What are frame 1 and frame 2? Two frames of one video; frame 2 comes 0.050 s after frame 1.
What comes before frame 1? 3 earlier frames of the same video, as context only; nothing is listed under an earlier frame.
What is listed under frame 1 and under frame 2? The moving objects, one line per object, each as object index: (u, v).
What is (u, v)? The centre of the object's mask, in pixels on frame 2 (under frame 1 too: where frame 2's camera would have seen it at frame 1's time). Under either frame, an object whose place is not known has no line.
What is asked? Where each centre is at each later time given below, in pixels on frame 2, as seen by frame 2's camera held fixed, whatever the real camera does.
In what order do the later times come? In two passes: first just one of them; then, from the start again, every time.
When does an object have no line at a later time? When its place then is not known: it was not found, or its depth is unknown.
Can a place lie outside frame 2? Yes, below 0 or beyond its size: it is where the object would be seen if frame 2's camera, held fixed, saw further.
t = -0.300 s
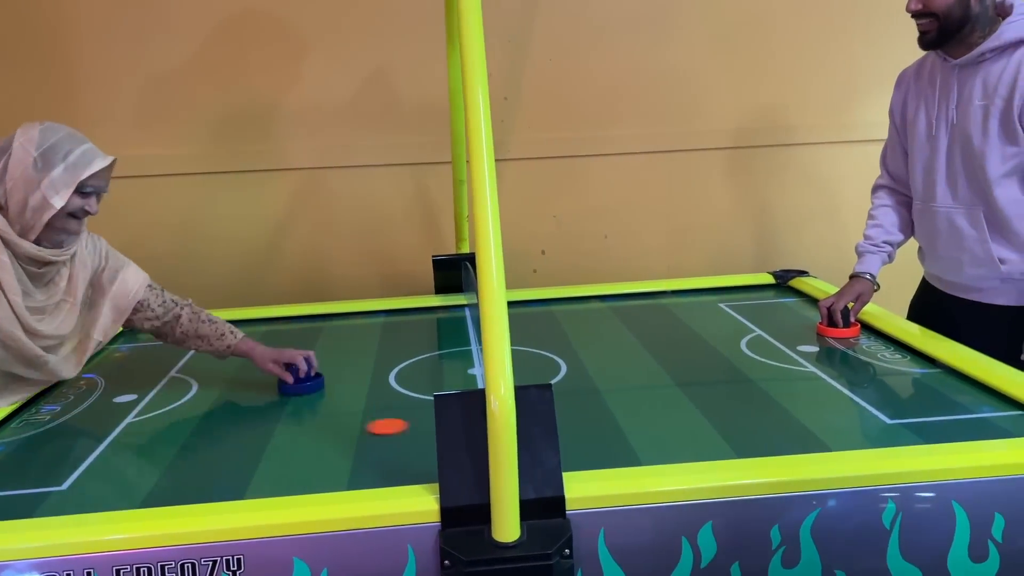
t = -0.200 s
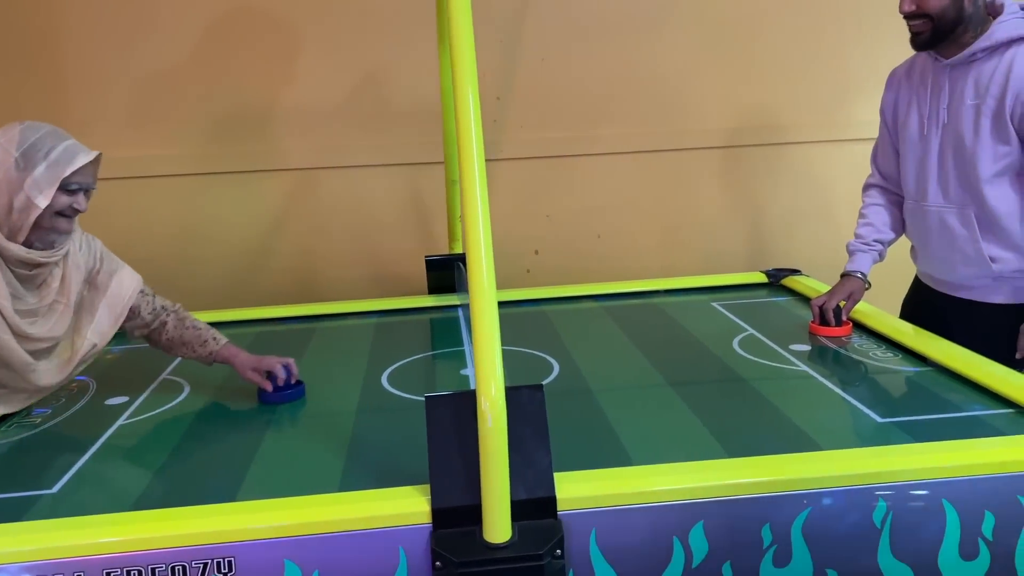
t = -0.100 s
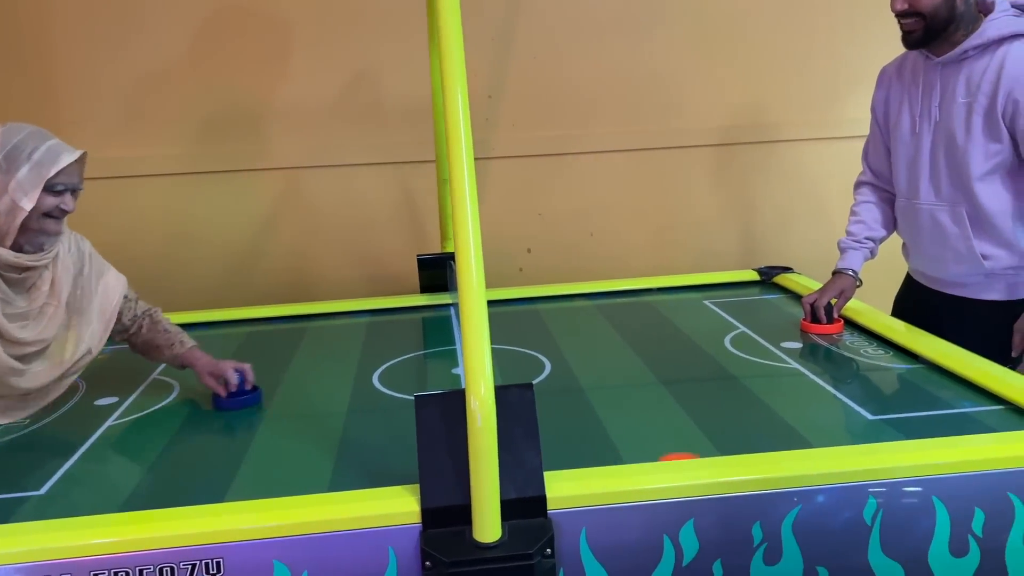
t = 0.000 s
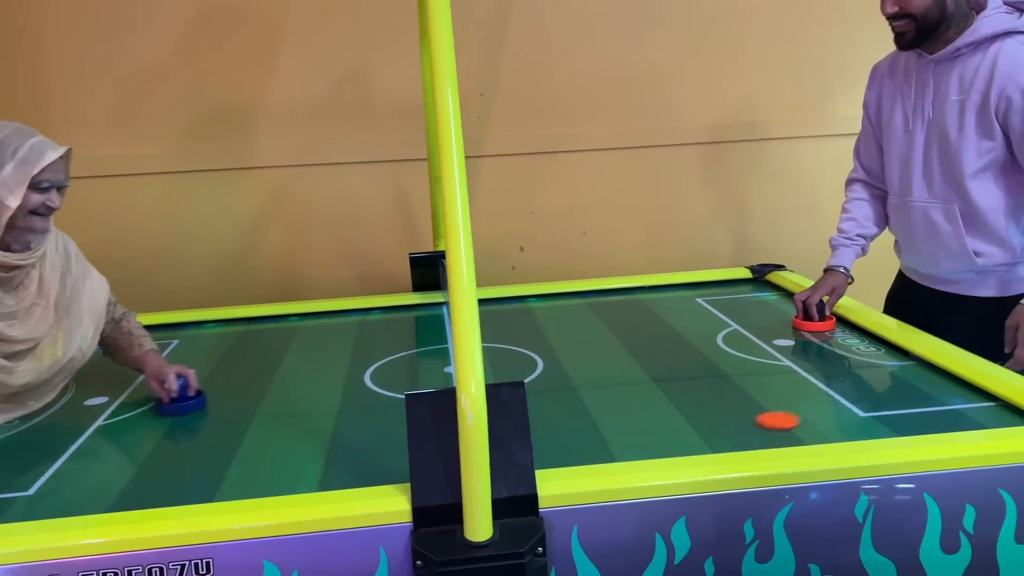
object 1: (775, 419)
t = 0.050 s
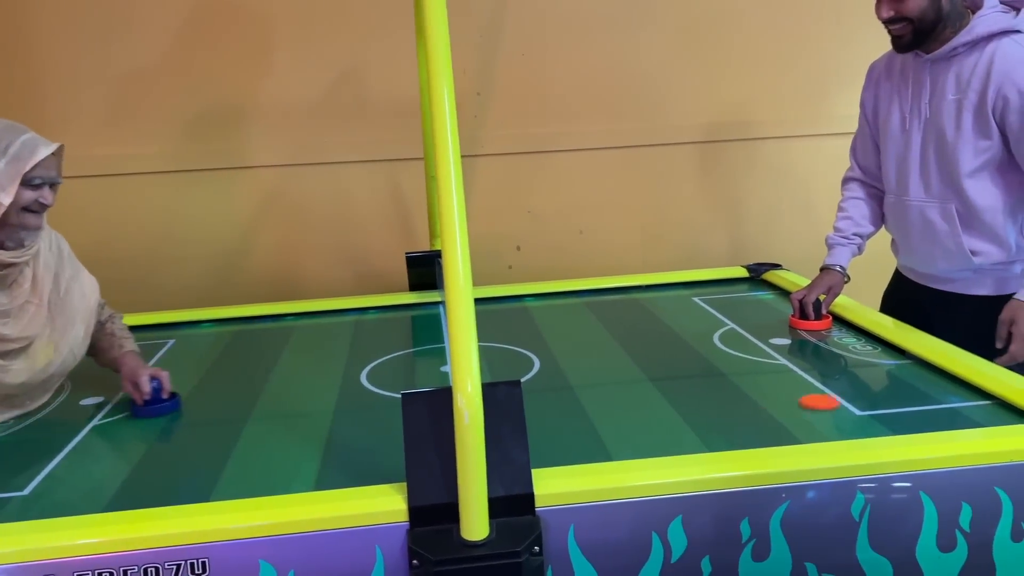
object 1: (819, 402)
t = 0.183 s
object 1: (912, 363)
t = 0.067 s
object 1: (835, 396)
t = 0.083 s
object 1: (849, 391)
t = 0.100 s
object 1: (862, 386)
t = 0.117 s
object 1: (875, 381)
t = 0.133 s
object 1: (887, 376)
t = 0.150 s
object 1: (899, 371)
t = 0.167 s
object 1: (911, 367)
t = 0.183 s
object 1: (912, 363)
